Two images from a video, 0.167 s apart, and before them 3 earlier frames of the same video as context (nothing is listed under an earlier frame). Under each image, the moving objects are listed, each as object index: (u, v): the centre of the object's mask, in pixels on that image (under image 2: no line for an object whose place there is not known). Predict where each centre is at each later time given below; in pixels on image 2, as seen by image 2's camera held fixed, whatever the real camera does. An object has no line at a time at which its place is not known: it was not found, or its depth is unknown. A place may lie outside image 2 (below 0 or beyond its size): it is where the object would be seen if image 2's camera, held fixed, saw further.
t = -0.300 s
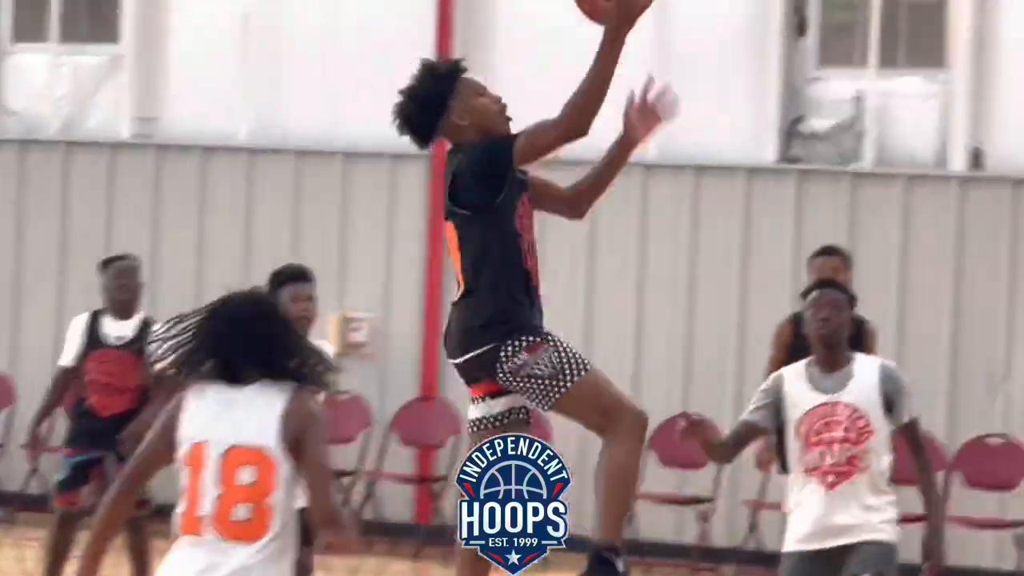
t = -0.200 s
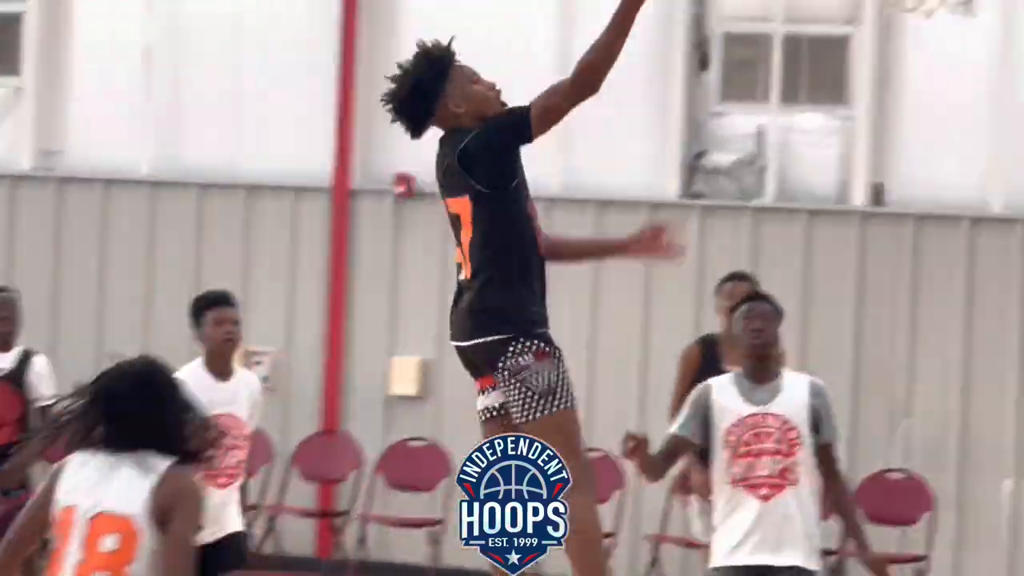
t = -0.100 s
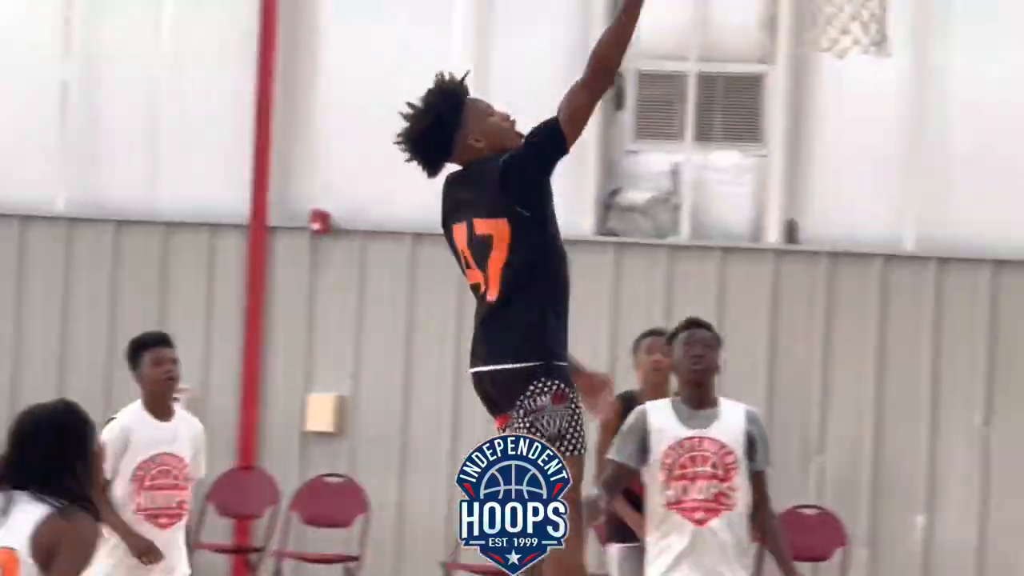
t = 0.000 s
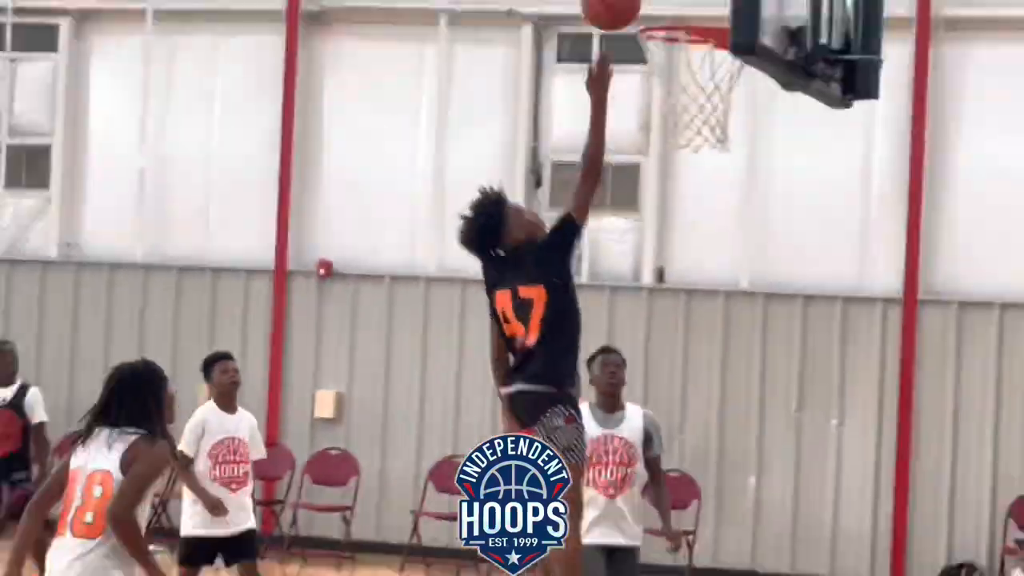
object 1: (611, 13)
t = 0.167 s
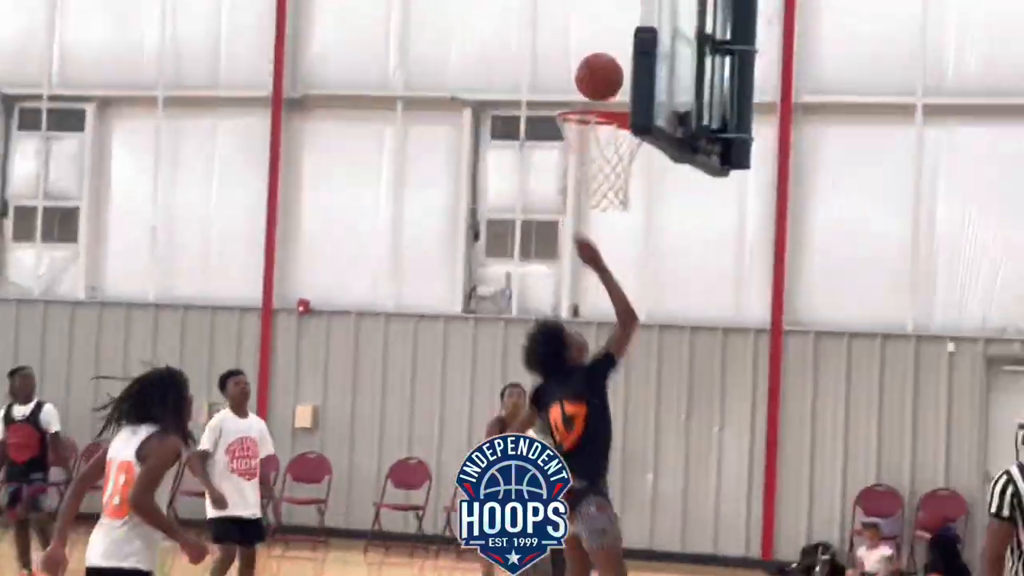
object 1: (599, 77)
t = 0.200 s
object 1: (614, 79)
